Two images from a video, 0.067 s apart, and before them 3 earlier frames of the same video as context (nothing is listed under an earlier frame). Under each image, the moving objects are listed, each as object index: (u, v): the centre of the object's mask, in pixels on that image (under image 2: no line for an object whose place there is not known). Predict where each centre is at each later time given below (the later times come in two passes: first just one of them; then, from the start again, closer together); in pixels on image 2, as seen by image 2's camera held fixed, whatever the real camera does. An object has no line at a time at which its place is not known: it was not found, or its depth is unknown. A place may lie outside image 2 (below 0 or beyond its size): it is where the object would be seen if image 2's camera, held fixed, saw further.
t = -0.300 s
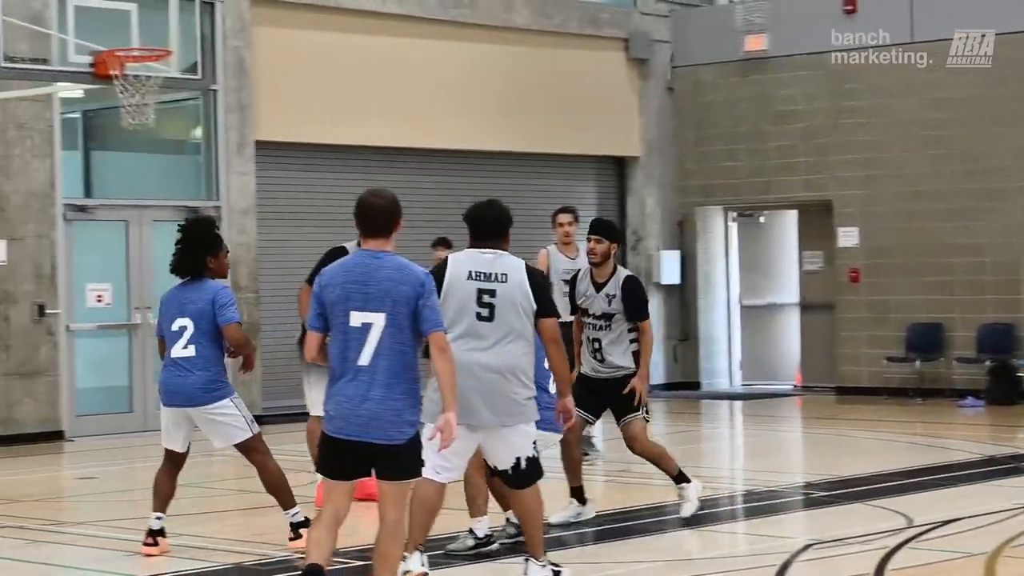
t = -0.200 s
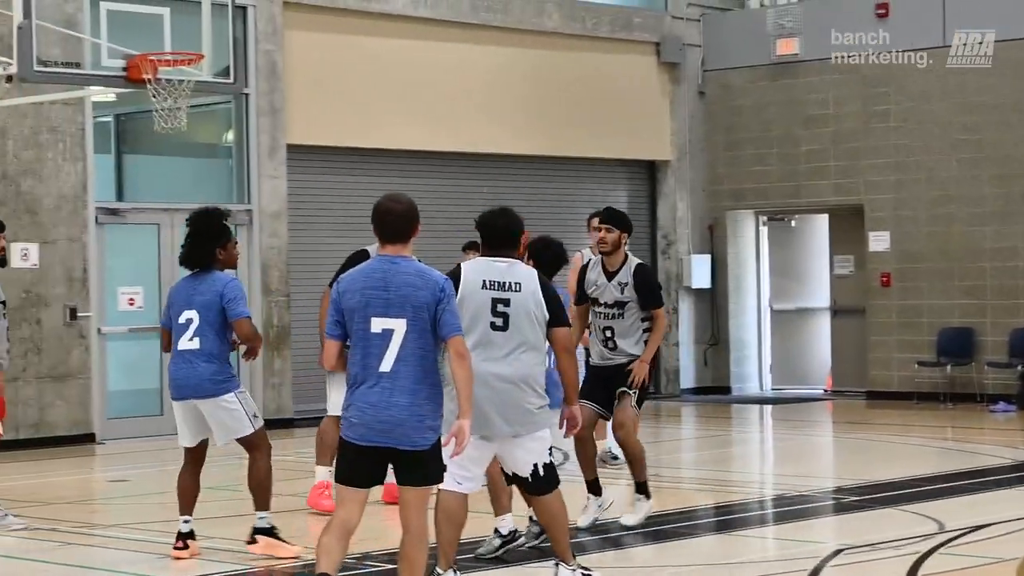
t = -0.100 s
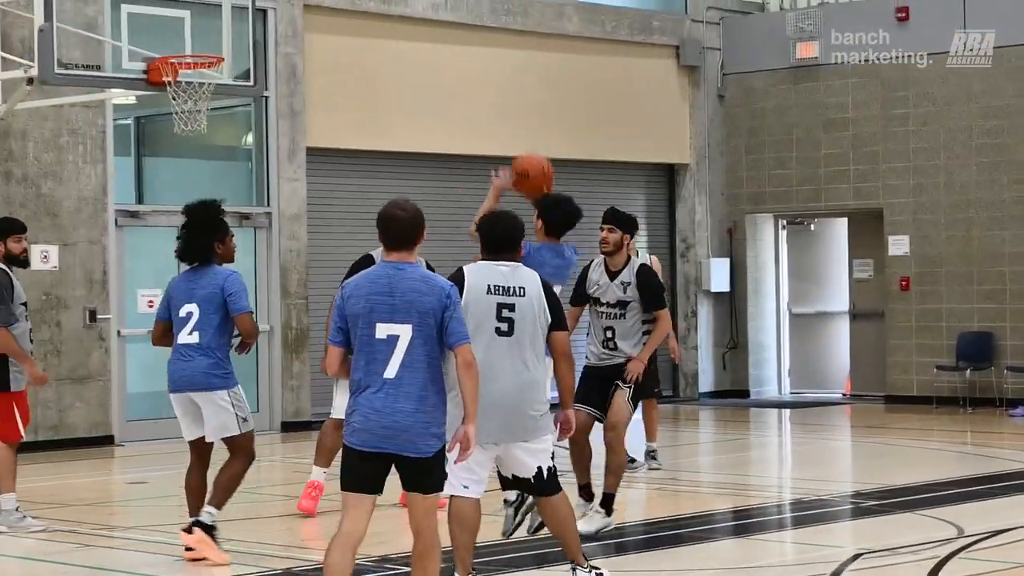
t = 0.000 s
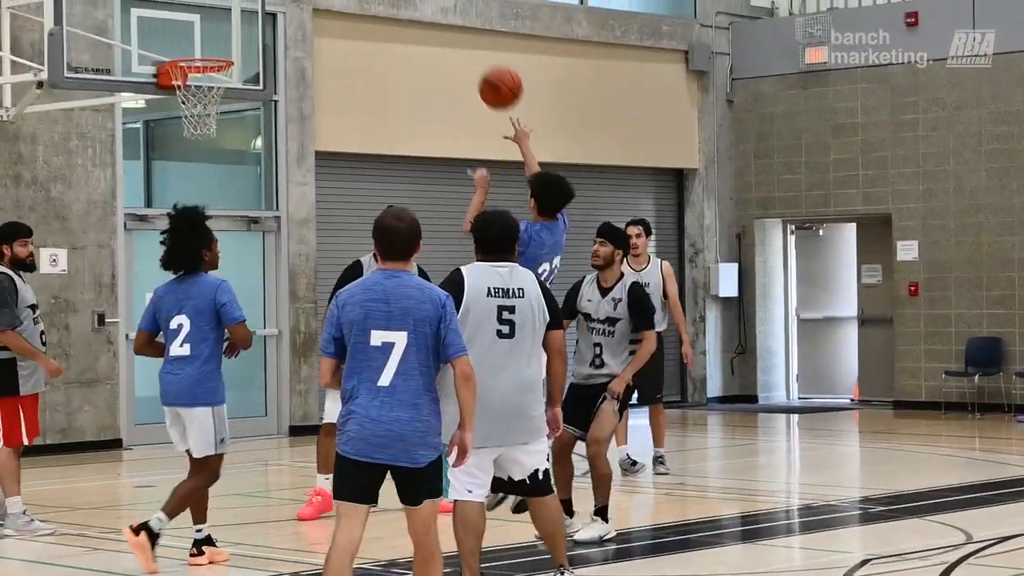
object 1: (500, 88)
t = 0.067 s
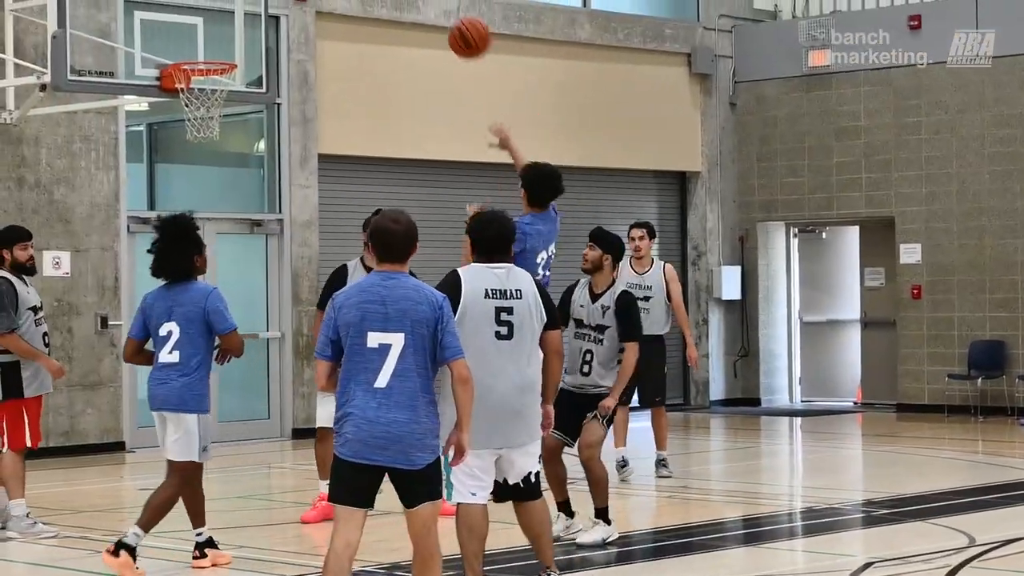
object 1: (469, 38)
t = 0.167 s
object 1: (423, -3)
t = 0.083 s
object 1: (461, 26)
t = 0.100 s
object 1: (453, 16)
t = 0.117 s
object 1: (445, 10)
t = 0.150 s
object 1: (430, 1)
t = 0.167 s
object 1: (423, -3)
